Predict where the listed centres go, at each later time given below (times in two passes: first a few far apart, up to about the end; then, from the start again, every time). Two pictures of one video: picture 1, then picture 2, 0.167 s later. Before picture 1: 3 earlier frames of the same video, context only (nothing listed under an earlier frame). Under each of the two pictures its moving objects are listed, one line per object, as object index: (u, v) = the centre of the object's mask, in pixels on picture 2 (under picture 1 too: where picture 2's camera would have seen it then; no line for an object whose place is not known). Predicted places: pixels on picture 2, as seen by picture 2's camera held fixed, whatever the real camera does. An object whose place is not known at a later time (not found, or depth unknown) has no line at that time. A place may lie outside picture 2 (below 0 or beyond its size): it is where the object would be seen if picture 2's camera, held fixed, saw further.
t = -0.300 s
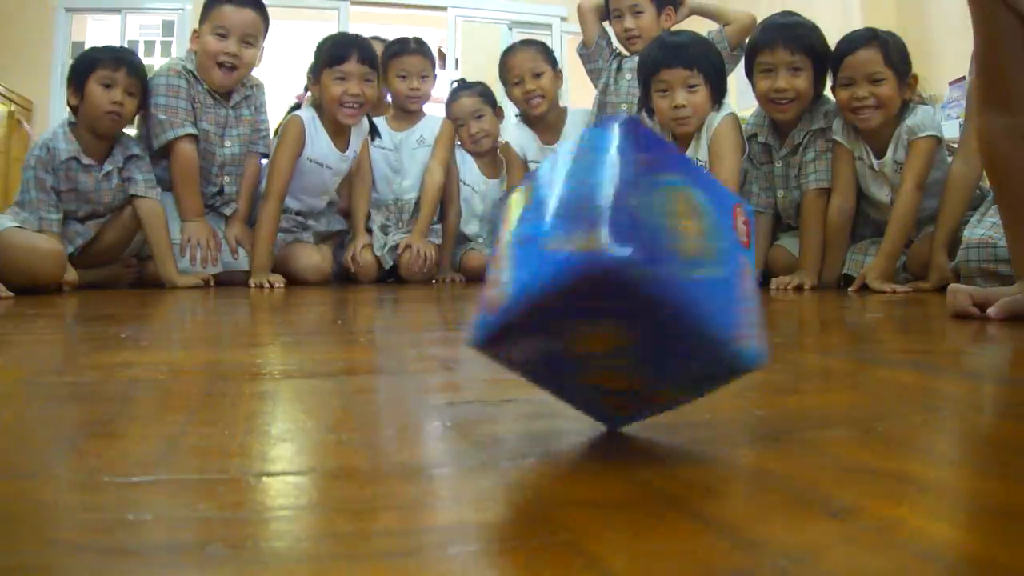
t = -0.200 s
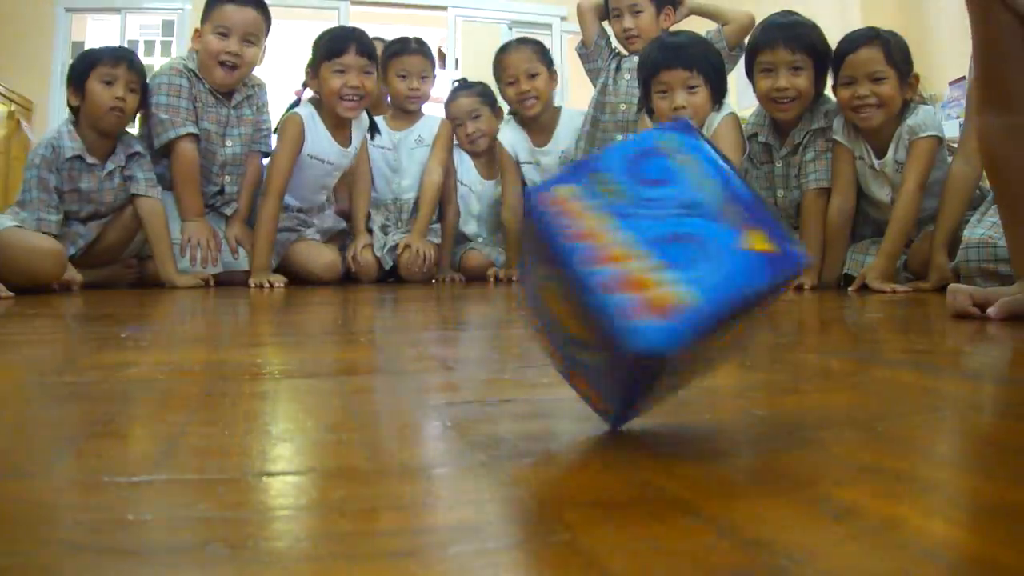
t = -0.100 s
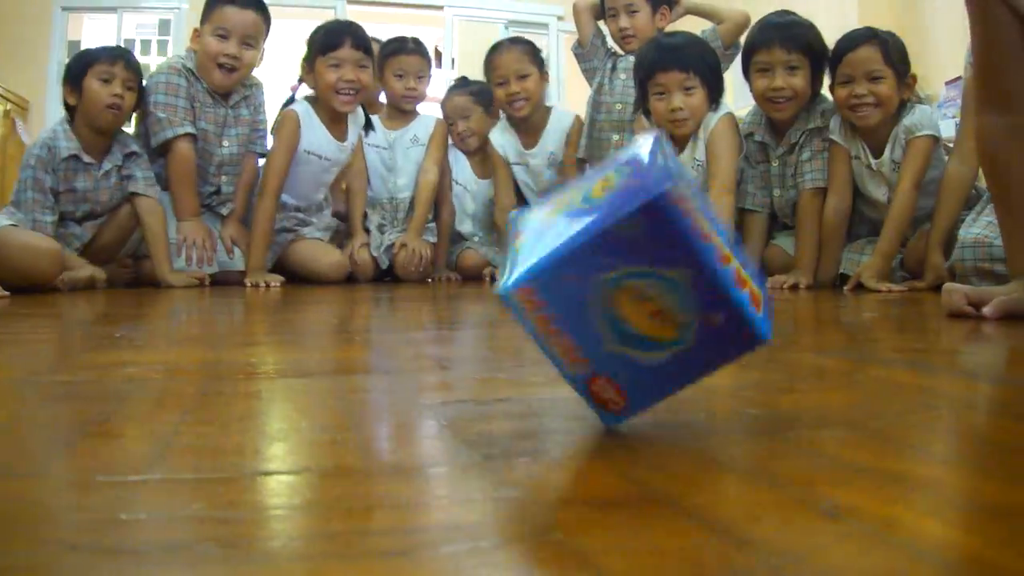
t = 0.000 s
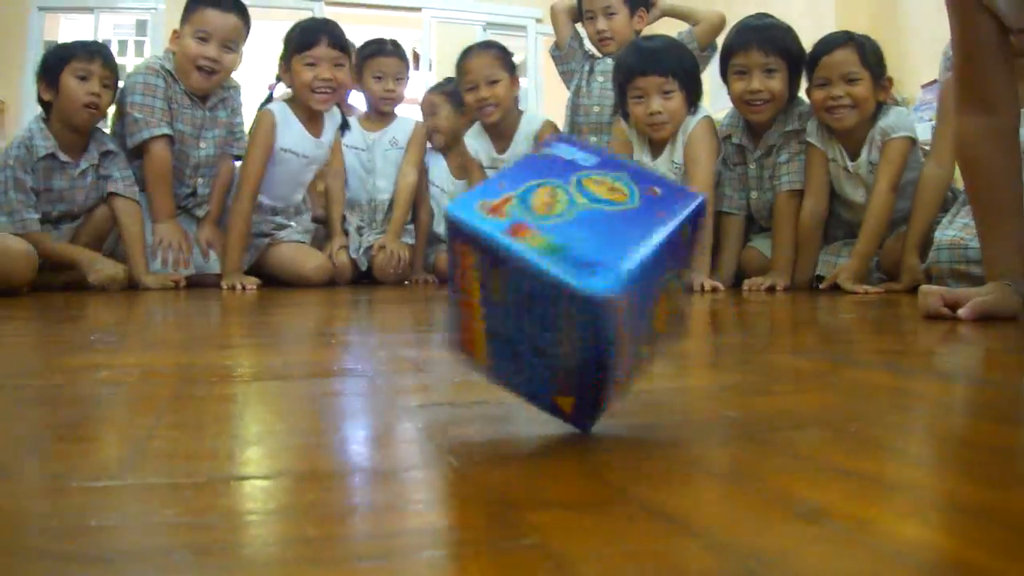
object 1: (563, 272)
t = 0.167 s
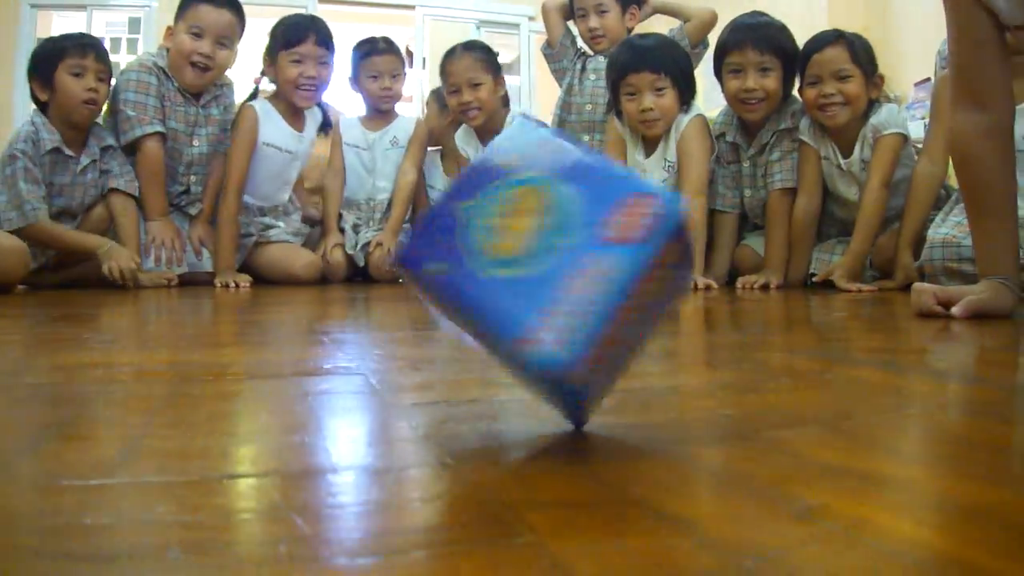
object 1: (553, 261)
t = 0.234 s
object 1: (584, 277)
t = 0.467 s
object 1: (600, 281)
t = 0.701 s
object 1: (547, 267)
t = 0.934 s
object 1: (612, 268)
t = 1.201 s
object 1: (544, 283)
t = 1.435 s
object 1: (616, 266)
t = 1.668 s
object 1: (553, 274)
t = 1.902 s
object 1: (593, 278)
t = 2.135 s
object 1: (599, 273)
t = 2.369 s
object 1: (557, 262)
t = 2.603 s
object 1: (622, 282)
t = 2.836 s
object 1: (552, 283)
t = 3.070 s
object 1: (623, 267)
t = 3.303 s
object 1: (567, 273)
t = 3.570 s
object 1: (604, 277)
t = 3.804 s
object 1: (609, 273)
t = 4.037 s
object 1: (565, 261)
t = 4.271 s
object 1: (633, 274)
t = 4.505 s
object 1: (568, 285)
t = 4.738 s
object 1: (613, 276)
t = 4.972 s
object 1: (613, 274)
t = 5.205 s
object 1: (569, 261)
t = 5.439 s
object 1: (638, 270)
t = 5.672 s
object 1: (569, 282)
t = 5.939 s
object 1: (617, 275)
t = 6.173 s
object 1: (613, 275)
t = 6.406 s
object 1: (567, 262)
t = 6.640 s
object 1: (639, 268)
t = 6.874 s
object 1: (566, 279)
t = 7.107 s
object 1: (611, 278)
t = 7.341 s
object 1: (628, 285)
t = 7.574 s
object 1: (554, 284)
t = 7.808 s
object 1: (632, 270)
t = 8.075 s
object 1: (579, 275)
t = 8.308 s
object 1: (590, 276)
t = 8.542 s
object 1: (637, 283)
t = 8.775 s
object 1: (560, 286)
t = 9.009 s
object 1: (610, 278)
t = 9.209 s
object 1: (624, 285)
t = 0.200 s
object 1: (564, 269)
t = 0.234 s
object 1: (584, 277)
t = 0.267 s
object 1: (591, 277)
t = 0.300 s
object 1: (596, 274)
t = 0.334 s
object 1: (615, 266)
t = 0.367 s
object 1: (614, 265)
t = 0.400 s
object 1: (614, 274)
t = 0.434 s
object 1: (610, 284)
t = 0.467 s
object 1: (600, 281)
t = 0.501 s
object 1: (595, 273)
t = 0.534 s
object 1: (579, 272)
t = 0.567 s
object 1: (556, 273)
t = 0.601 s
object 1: (552, 281)
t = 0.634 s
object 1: (549, 284)
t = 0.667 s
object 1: (542, 281)
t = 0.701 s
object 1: (547, 267)
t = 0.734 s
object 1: (555, 261)
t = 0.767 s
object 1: (575, 274)
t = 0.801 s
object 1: (588, 277)
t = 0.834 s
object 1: (592, 276)
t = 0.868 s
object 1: (601, 272)
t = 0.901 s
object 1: (616, 266)
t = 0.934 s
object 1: (612, 268)
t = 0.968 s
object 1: (614, 280)
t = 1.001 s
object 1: (605, 283)
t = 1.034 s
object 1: (597, 278)
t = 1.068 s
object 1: (587, 273)
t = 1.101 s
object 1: (566, 273)
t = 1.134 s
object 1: (549, 276)
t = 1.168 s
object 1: (552, 284)
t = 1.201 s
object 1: (544, 283)
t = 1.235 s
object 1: (543, 275)
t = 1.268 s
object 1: (551, 262)
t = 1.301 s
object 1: (564, 270)
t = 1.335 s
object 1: (586, 278)
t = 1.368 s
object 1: (592, 277)
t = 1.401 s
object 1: (597, 275)
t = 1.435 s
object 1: (616, 266)
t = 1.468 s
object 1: (614, 265)
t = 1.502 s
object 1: (615, 276)
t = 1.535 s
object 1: (609, 284)
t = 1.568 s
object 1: (601, 280)
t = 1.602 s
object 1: (593, 273)
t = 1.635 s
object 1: (573, 273)
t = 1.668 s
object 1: (553, 274)
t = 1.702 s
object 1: (554, 282)
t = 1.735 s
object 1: (548, 283)
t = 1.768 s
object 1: (543, 279)
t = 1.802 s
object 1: (550, 265)
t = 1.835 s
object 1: (559, 266)
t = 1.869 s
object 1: (584, 277)
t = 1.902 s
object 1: (593, 278)
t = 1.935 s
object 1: (597, 275)
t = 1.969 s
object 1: (615, 267)
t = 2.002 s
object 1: (617, 266)
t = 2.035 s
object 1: (618, 273)
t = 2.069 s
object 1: (616, 284)
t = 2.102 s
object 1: (605, 282)
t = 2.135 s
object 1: (599, 273)
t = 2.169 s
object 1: (584, 272)
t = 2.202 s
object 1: (560, 272)
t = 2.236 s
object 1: (554, 280)
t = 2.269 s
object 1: (553, 285)
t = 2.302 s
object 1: (546, 282)
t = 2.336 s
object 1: (551, 268)
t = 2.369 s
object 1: (557, 262)
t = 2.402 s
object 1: (579, 275)
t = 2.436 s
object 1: (594, 278)
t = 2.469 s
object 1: (600, 276)
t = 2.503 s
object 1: (609, 270)
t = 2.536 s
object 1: (624, 267)
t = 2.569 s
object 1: (621, 269)
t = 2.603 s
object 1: (622, 282)
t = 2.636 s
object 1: (613, 284)
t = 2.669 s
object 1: (605, 277)
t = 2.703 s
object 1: (594, 273)
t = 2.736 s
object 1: (573, 273)
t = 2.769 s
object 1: (557, 277)
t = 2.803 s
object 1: (560, 284)
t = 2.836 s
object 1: (552, 283)
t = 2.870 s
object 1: (550, 275)
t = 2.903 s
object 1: (559, 263)
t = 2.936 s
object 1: (570, 269)
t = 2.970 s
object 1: (593, 278)
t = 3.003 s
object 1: (600, 277)
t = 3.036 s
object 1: (605, 275)
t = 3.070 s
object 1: (623, 267)
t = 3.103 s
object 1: (625, 264)
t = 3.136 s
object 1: (625, 273)
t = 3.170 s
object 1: (623, 286)
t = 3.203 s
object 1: (612, 282)
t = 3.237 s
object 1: (606, 274)
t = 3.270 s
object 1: (588, 273)
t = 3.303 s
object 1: (567, 273)
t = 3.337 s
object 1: (560, 281)
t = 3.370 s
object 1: (558, 285)
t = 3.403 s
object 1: (551, 282)
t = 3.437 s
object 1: (554, 271)
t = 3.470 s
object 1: (563, 261)
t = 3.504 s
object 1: (579, 273)
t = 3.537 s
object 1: (599, 278)
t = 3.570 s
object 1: (604, 277)
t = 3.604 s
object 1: (609, 274)
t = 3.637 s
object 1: (629, 267)
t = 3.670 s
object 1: (627, 266)
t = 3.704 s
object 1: (629, 276)
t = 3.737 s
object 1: (625, 285)
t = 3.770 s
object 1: (614, 282)
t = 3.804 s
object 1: (609, 273)
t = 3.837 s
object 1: (593, 272)
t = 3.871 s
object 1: (568, 273)
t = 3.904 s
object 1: (562, 280)
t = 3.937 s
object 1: (561, 285)
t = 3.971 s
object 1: (554, 283)
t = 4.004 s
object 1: (555, 273)
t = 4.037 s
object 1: (565, 261)
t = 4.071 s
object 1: (580, 272)
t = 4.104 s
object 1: (601, 278)
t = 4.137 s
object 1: (607, 278)
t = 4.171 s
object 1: (612, 275)
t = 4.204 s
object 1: (633, 266)
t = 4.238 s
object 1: (632, 266)
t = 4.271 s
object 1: (633, 274)
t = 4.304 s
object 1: (631, 285)
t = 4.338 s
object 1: (621, 283)
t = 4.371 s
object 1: (614, 275)
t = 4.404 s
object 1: (600, 273)
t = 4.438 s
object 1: (579, 274)
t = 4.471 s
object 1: (565, 278)
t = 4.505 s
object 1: (568, 285)
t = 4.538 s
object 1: (560, 284)
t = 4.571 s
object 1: (556, 278)
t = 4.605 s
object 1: (564, 264)
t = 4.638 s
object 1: (573, 265)
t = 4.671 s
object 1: (598, 277)
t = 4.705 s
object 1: (610, 278)
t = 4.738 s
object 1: (613, 276)
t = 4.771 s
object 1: (626, 270)
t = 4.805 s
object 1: (639, 267)
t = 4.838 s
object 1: (636, 269)
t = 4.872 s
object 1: (637, 280)
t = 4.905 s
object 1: (631, 285)
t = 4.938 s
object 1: (621, 281)
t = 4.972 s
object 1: (613, 274)
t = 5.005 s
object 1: (593, 273)
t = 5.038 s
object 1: (571, 273)
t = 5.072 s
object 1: (568, 281)
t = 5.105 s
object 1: (565, 285)
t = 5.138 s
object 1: (558, 283)
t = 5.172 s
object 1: (559, 274)
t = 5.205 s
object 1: (569, 261)
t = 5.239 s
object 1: (584, 270)
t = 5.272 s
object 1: (605, 277)
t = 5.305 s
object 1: (613, 278)
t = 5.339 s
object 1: (618, 275)
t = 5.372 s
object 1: (635, 267)
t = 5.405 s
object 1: (641, 267)
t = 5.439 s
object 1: (638, 270)
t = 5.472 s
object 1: (638, 282)
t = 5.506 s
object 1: (631, 285)
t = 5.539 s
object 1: (621, 279)
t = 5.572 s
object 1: (612, 274)
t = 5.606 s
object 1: (590, 274)
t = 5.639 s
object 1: (570, 274)
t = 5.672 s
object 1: (569, 282)
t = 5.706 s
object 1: (565, 285)
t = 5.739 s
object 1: (557, 284)
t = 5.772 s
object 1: (560, 272)
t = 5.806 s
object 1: (569, 262)
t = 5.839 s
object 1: (585, 271)
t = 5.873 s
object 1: (605, 278)
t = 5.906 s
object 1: (613, 277)
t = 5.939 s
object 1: (617, 275)
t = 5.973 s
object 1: (635, 268)
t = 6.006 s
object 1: (641, 267)
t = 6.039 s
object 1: (639, 271)
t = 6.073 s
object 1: (639, 282)
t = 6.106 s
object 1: (631, 285)
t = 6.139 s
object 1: (621, 280)
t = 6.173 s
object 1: (613, 275)
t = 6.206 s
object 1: (593, 274)
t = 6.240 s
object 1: (573, 274)
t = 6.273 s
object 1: (567, 281)
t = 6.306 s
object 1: (566, 286)
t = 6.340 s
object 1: (559, 284)
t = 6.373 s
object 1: (558, 275)
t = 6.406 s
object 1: (567, 262)
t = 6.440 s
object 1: (580, 268)
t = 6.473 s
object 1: (603, 277)
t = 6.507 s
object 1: (613, 277)
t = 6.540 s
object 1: (617, 276)
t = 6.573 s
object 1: (631, 270)
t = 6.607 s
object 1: (642, 267)
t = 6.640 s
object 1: (639, 268)
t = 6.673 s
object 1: (640, 279)
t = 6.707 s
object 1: (634, 286)
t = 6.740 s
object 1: (623, 282)
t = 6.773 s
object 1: (616, 275)
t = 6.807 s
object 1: (600, 273)
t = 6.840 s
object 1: (578, 275)
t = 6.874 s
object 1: (566, 279)
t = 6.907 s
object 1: (566, 286)
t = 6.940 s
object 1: (559, 285)
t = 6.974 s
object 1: (554, 279)
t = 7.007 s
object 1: (561, 266)
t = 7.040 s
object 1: (570, 264)
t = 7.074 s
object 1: (596, 276)
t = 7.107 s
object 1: (611, 278)
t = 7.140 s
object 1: (615, 277)
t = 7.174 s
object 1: (621, 274)
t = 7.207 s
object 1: (643, 266)
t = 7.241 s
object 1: (641, 267)
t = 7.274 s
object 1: (640, 274)
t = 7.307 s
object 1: (638, 285)
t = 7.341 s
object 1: (628, 285)
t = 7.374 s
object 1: (620, 278)
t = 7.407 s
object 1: (607, 274)
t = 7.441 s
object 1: (585, 275)
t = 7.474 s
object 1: (567, 276)
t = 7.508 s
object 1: (567, 284)
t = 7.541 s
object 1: (561, 286)
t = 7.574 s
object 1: (554, 284)
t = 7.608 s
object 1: (556, 273)
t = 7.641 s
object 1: (566, 262)
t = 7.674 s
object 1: (582, 271)
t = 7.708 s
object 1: (604, 278)
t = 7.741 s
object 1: (613, 278)
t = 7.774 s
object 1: (617, 276)
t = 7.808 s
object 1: (632, 270)
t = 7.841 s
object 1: (643, 268)
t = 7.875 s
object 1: (640, 269)
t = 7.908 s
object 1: (640, 280)
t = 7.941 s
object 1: (635, 287)
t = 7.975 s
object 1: (624, 283)
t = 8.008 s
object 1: (617, 275)
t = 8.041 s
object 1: (600, 274)
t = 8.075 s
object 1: (579, 275)
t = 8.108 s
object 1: (565, 279)
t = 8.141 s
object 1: (566, 286)
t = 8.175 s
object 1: (558, 286)
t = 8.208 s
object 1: (551, 281)
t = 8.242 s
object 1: (558, 268)
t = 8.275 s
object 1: (568, 261)
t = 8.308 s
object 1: (590, 276)
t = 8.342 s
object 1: (605, 279)
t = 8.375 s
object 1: (611, 278)
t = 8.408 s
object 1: (617, 275)
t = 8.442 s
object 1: (637, 267)
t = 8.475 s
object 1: (639, 268)
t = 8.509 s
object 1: (637, 272)
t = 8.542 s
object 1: (637, 283)
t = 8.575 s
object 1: (628, 286)
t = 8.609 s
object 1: (618, 281)
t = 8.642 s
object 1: (608, 276)
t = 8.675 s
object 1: (588, 275)
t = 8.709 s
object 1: (569, 275)
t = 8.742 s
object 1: (560, 281)
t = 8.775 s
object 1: (560, 286)
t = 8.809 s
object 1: (552, 285)
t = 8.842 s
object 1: (548, 279)
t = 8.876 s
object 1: (556, 266)
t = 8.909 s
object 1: (567, 266)
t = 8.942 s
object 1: (593, 277)
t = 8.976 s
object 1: (606, 278)
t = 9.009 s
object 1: (610, 278)
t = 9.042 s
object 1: (618, 274)
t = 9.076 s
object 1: (639, 266)
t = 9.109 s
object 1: (636, 267)
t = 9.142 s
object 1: (636, 275)
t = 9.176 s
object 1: (634, 286)
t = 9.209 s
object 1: (624, 285)
